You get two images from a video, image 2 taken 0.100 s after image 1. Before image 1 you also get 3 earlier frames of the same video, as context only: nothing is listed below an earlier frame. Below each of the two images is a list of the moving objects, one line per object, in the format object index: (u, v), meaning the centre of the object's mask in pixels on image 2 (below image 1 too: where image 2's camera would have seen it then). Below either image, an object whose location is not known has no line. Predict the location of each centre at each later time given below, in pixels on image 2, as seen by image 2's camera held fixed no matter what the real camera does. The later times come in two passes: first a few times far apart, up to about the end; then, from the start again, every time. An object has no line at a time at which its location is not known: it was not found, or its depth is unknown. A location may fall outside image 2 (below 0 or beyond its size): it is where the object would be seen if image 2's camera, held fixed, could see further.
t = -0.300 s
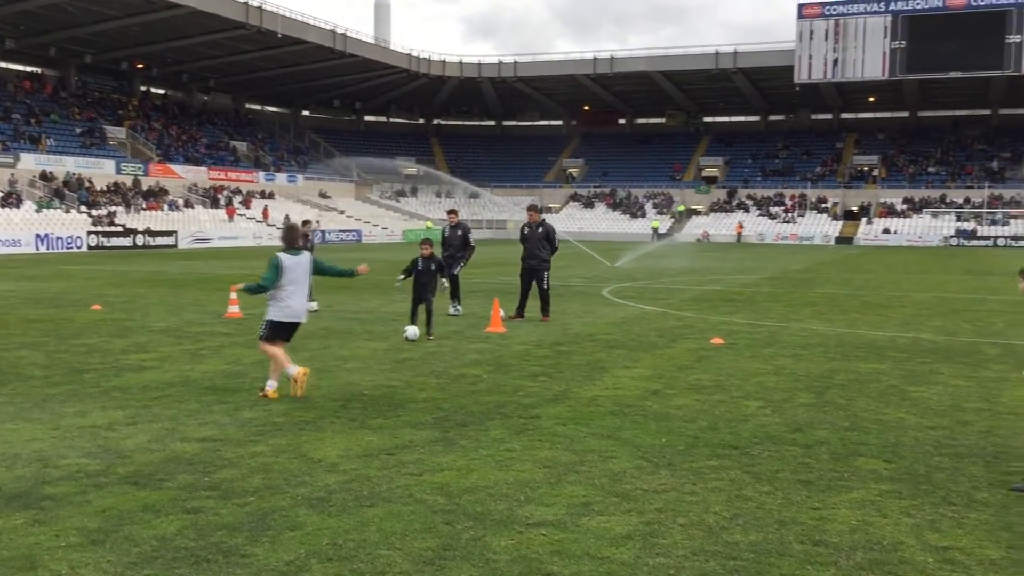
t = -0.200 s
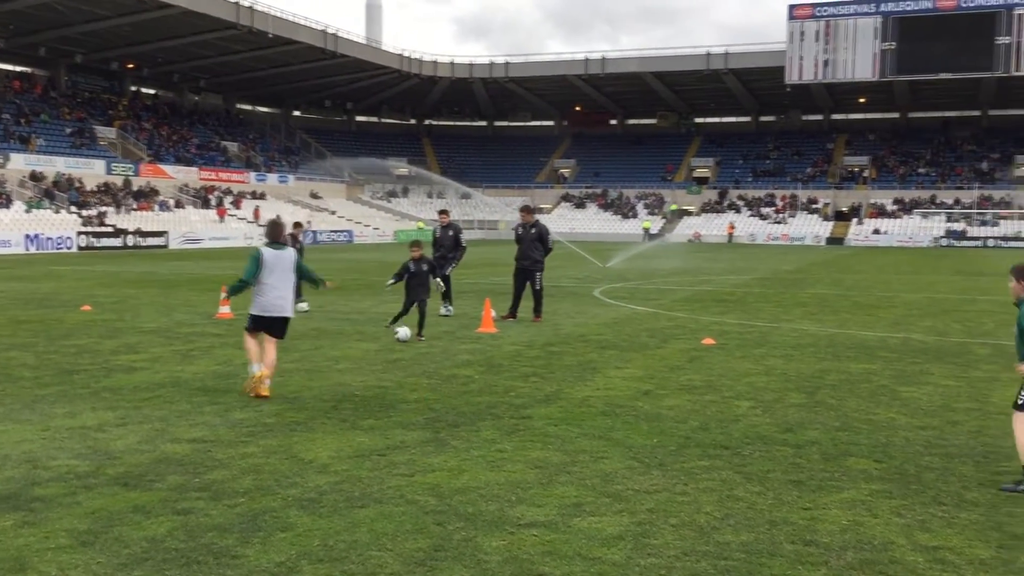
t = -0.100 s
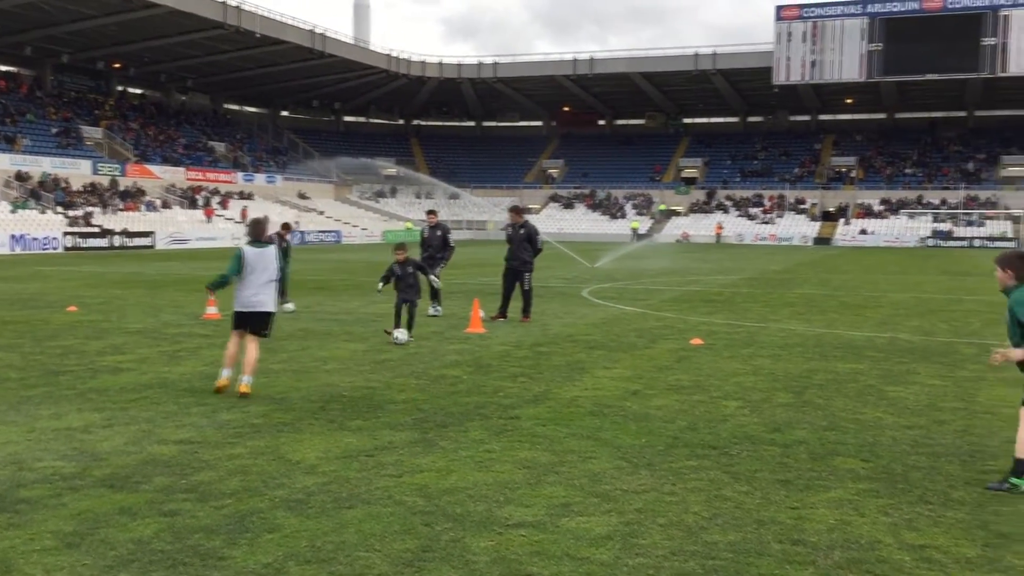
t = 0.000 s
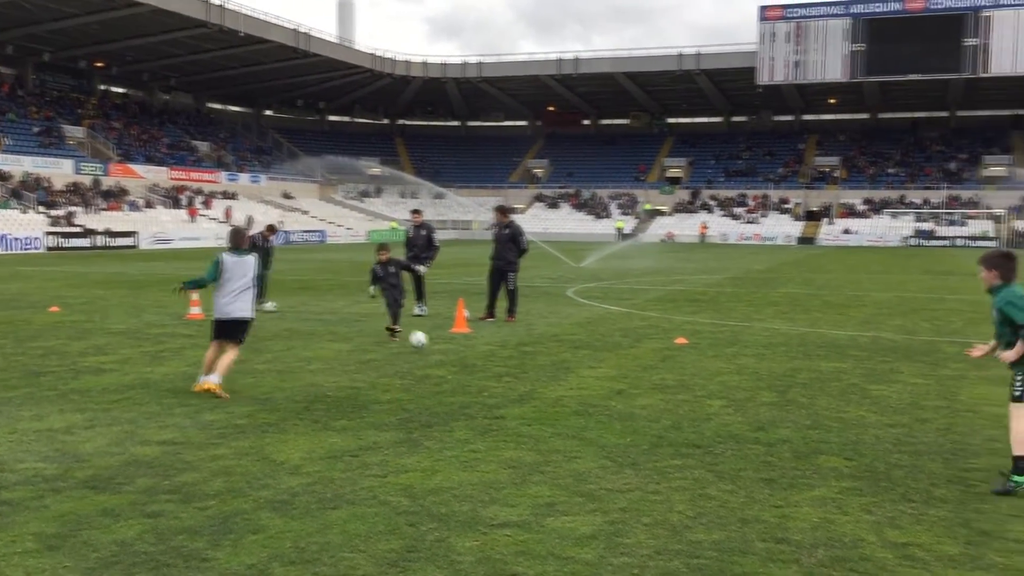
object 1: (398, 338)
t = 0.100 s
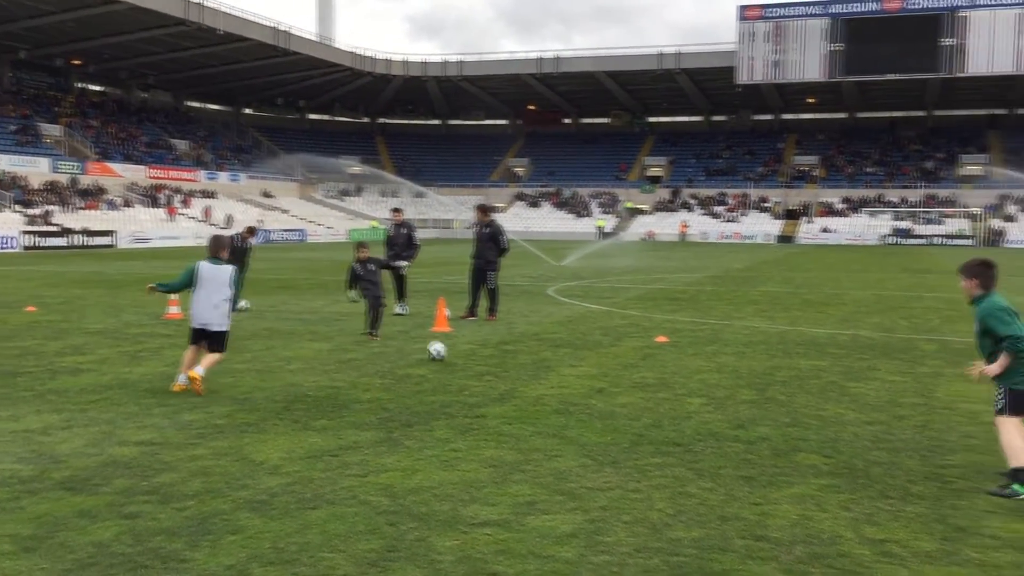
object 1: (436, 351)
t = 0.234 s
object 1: (490, 363)
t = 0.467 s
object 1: (594, 386)
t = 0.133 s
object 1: (450, 355)
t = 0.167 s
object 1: (463, 357)
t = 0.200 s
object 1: (476, 359)
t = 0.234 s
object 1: (490, 363)
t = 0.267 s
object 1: (504, 367)
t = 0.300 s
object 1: (518, 367)
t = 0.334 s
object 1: (532, 369)
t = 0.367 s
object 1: (547, 372)
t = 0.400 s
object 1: (561, 376)
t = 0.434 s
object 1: (578, 383)
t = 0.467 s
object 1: (594, 386)
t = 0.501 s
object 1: (610, 389)
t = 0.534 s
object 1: (625, 393)
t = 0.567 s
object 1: (642, 398)
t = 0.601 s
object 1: (658, 401)
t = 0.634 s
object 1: (674, 404)
